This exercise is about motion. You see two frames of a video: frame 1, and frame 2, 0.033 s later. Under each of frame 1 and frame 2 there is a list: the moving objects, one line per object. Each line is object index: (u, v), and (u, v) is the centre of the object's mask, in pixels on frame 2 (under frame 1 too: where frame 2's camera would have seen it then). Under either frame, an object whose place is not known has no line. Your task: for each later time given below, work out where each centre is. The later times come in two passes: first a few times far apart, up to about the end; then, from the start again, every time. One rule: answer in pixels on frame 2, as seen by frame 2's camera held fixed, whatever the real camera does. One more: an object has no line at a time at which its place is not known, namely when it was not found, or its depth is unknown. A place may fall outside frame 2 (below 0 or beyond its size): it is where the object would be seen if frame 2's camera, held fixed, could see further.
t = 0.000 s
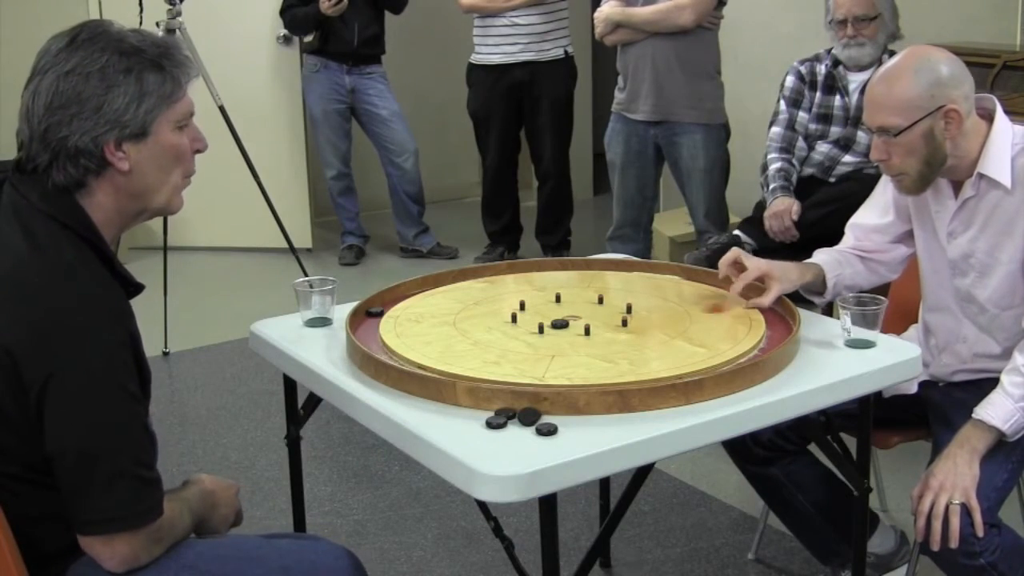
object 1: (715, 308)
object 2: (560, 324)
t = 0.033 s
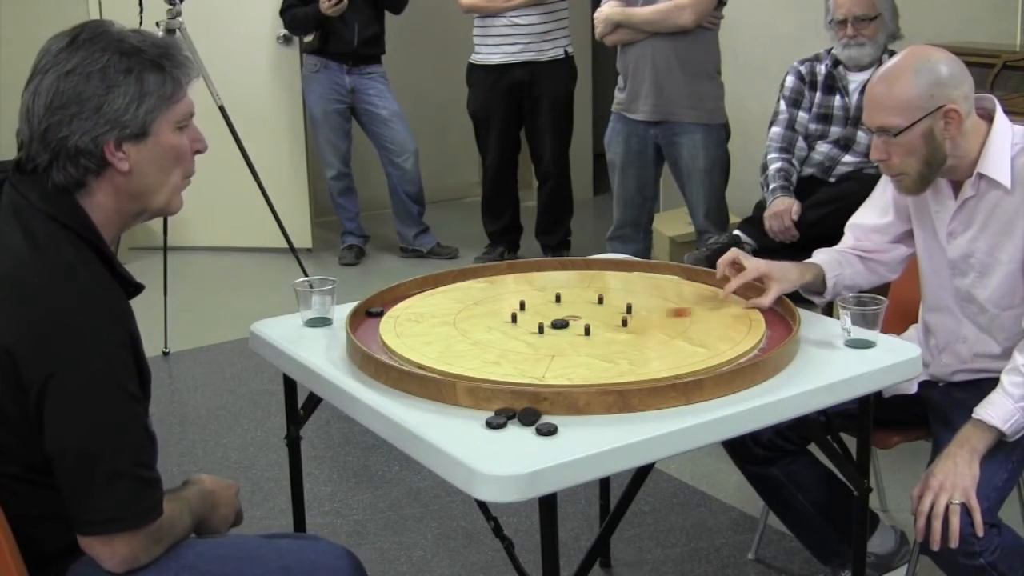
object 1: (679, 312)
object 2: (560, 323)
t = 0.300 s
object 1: (566, 336)
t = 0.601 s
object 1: (552, 355)
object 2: (366, 340)
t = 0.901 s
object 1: (539, 371)
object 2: (365, 339)
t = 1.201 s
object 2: (365, 339)
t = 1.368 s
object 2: (365, 339)
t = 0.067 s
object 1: (643, 316)
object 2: (560, 323)
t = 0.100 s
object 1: (606, 320)
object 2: (559, 324)
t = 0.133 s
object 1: (577, 324)
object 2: (554, 324)
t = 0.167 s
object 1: (575, 326)
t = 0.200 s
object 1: (573, 329)
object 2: (490, 327)
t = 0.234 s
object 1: (570, 331)
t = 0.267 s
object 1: (568, 334)
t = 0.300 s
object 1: (566, 336)
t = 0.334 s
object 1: (564, 339)
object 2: (376, 332)
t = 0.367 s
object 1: (562, 340)
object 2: (365, 335)
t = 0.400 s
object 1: (561, 342)
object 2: (366, 339)
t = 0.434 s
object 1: (559, 345)
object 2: (363, 339)
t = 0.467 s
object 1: (558, 347)
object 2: (366, 339)
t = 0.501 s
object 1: (556, 349)
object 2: (369, 341)
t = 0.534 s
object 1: (555, 351)
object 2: (368, 339)
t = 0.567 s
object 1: (553, 353)
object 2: (367, 339)
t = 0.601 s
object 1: (552, 355)
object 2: (366, 340)
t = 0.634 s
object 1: (550, 357)
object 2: (365, 340)
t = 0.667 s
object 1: (549, 359)
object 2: (365, 340)
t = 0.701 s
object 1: (548, 360)
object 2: (365, 340)
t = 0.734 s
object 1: (546, 362)
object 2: (365, 339)
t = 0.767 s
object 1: (545, 364)
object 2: (365, 339)
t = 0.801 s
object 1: (544, 366)
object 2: (365, 339)
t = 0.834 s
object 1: (542, 368)
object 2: (365, 339)
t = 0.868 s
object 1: (541, 369)
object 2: (365, 339)
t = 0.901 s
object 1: (539, 371)
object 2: (365, 339)
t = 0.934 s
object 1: (538, 372)
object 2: (365, 339)
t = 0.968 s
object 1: (537, 374)
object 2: (365, 339)
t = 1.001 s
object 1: (536, 375)
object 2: (365, 339)
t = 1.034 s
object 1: (535, 377)
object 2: (365, 339)
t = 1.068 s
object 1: (535, 378)
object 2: (365, 339)
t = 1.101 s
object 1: (534, 380)
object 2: (365, 339)
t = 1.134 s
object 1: (534, 381)
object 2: (365, 339)
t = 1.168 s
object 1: (533, 383)
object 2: (365, 339)
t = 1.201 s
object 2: (365, 339)
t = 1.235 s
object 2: (365, 339)
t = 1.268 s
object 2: (365, 339)
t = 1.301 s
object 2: (365, 339)
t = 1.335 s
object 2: (365, 339)
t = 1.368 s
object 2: (365, 339)
